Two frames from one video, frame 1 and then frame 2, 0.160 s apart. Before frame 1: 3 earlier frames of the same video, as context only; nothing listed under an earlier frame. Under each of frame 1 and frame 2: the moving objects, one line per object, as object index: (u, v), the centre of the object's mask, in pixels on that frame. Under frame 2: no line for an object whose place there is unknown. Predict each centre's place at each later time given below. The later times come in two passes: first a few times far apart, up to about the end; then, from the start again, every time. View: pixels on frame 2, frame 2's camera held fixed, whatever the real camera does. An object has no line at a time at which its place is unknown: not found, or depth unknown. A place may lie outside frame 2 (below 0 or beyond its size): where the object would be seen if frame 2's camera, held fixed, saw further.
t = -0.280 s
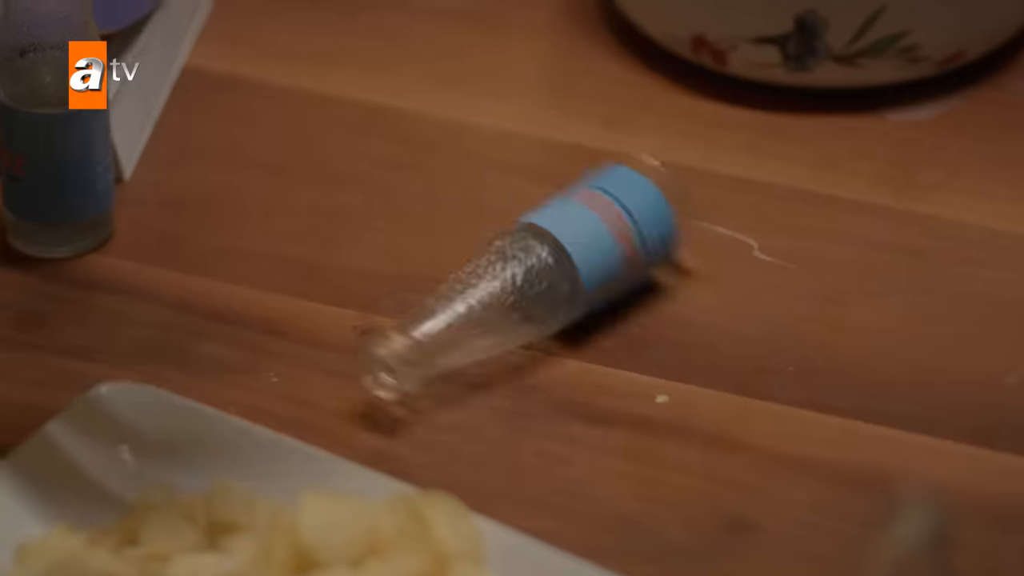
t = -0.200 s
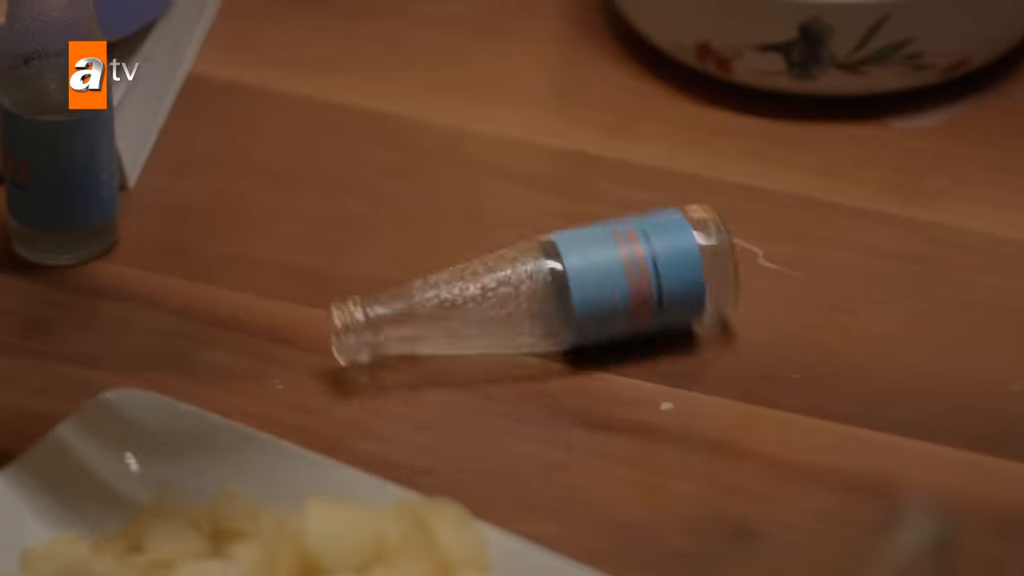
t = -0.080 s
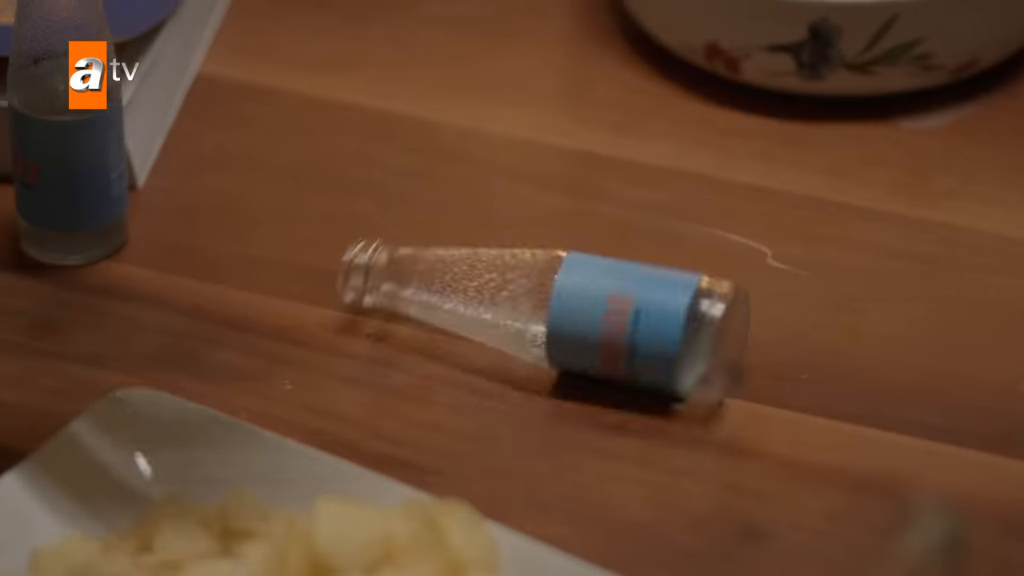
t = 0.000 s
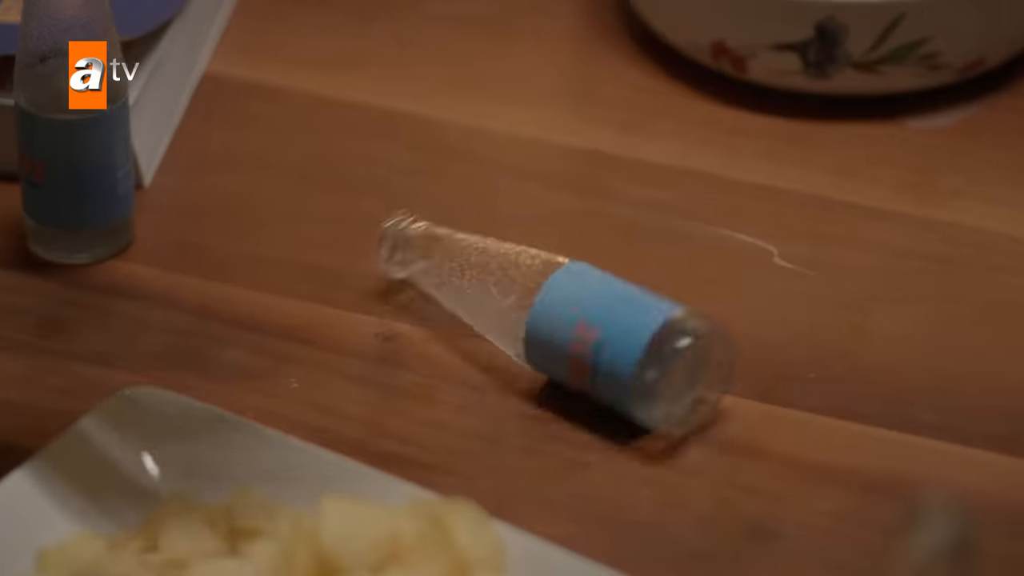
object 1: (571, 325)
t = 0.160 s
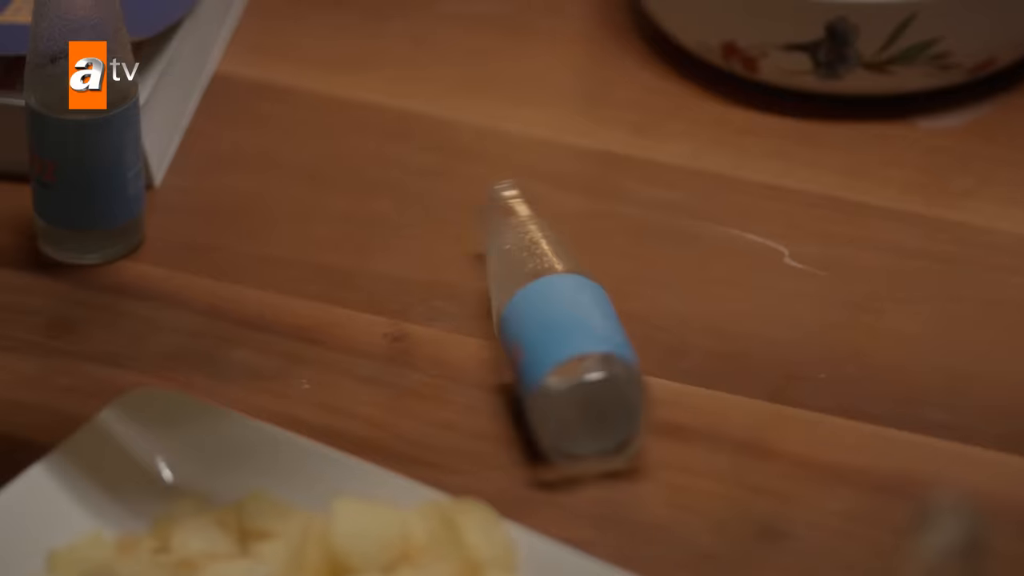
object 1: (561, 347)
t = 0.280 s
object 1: (545, 348)
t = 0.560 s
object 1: (543, 332)
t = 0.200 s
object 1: (555, 350)
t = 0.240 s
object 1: (549, 349)
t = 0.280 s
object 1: (545, 348)
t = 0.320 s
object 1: (542, 345)
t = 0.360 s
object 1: (538, 345)
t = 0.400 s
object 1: (537, 342)
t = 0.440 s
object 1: (539, 339)
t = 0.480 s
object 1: (540, 336)
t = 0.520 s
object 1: (539, 335)
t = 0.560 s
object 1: (543, 332)
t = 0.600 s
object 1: (546, 332)
